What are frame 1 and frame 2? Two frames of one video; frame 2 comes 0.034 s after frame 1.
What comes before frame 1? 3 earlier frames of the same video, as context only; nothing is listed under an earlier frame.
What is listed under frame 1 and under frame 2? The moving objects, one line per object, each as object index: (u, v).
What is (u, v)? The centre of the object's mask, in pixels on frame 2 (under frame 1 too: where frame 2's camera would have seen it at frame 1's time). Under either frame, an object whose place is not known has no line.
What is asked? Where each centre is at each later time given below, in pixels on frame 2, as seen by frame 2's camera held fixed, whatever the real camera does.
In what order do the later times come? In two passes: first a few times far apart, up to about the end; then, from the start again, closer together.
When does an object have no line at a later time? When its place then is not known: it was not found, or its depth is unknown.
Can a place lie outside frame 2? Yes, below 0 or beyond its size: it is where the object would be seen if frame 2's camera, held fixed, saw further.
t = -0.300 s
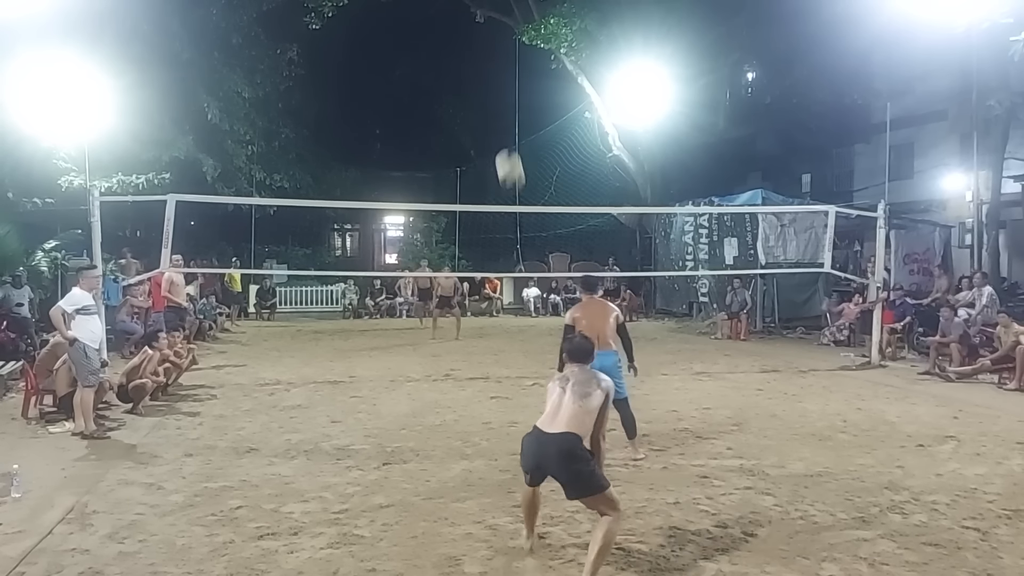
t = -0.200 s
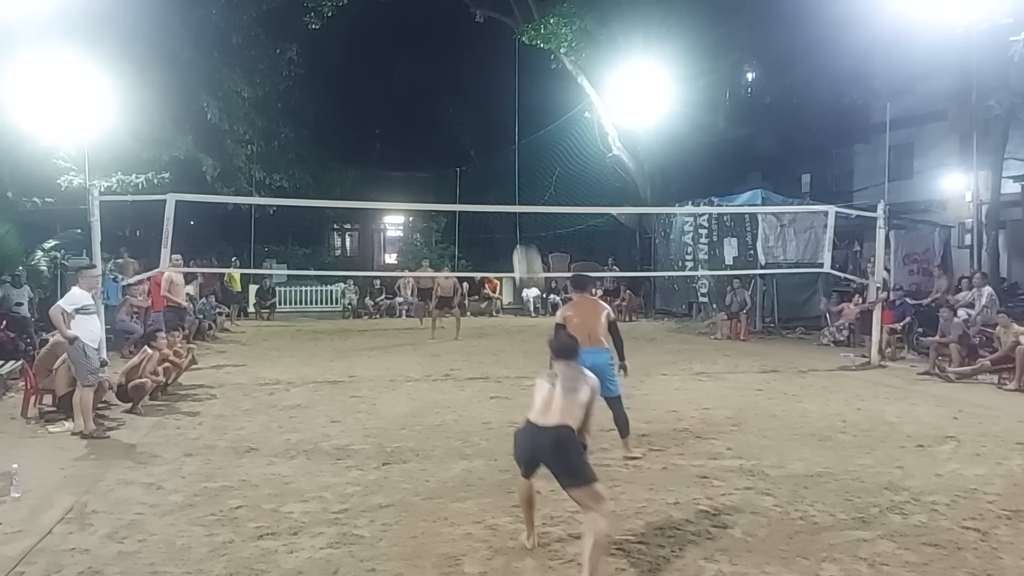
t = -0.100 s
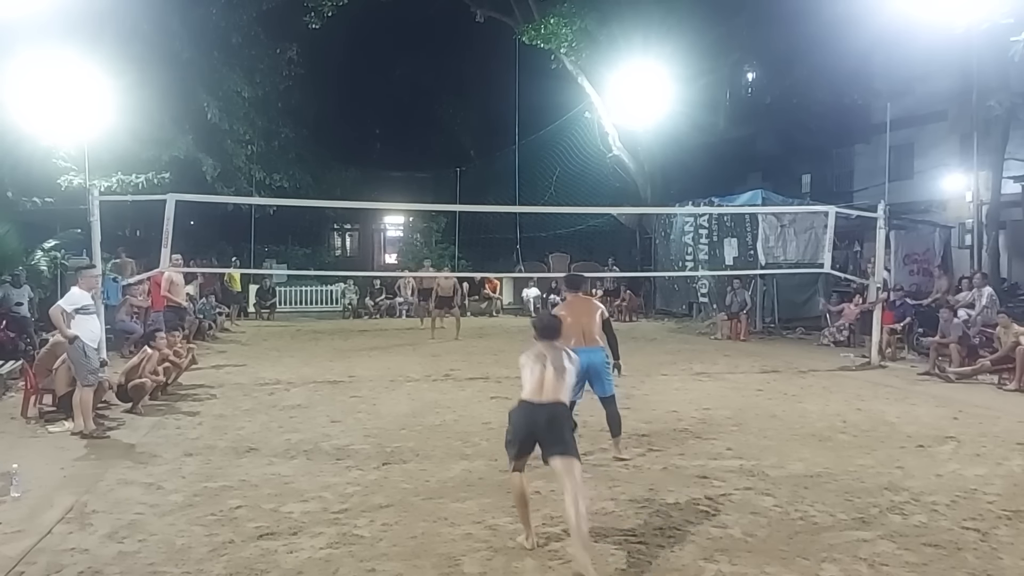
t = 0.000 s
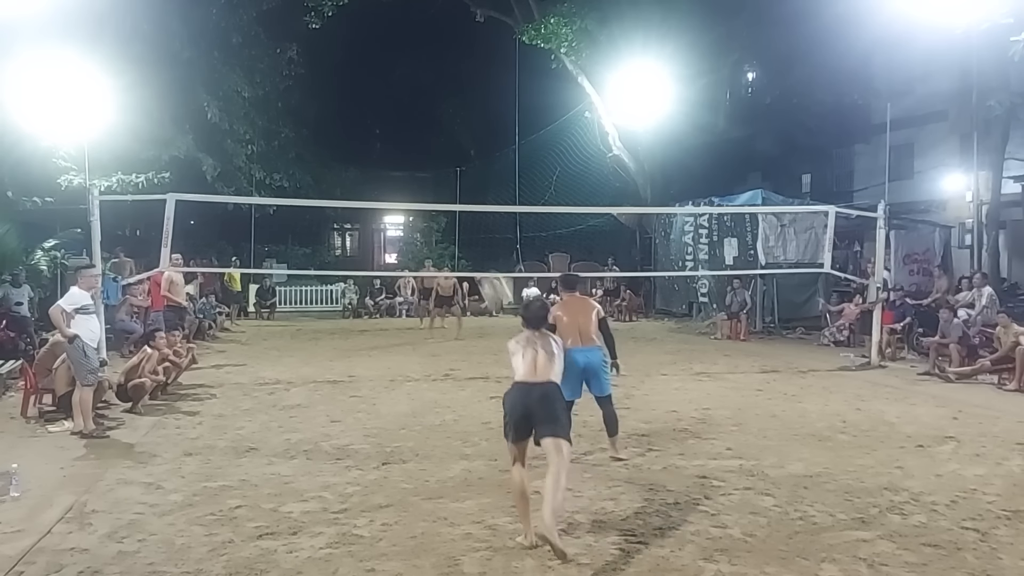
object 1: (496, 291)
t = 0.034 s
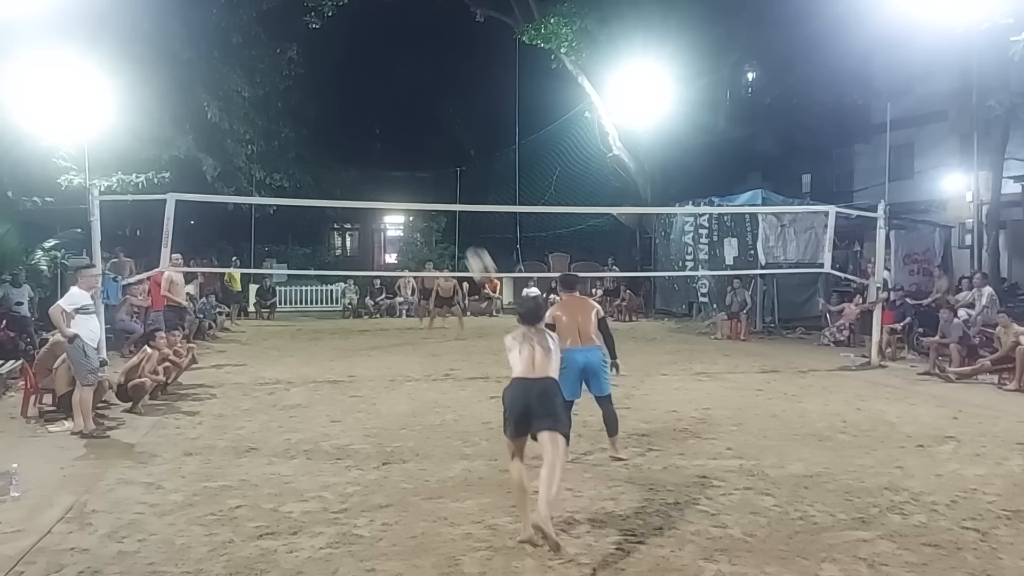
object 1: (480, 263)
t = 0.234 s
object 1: (417, 172)
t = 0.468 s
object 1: (373, 144)
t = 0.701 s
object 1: (344, 162)
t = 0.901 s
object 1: (327, 194)
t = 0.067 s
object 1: (468, 243)
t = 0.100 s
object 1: (456, 224)
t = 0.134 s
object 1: (444, 206)
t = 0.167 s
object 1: (435, 192)
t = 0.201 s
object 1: (426, 181)
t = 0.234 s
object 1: (417, 172)
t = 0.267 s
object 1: (409, 164)
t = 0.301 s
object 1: (402, 158)
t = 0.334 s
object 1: (395, 153)
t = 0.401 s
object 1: (384, 147)
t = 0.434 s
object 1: (378, 145)
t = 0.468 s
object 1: (373, 144)
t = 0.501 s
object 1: (369, 145)
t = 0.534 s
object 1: (364, 147)
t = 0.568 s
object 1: (360, 148)
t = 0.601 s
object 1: (356, 151)
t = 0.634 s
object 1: (352, 154)
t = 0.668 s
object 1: (348, 158)
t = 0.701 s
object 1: (344, 162)
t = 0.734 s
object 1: (341, 167)
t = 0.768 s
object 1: (338, 172)
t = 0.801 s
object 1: (335, 176)
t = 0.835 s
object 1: (332, 183)
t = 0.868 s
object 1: (329, 189)
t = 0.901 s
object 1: (327, 194)
